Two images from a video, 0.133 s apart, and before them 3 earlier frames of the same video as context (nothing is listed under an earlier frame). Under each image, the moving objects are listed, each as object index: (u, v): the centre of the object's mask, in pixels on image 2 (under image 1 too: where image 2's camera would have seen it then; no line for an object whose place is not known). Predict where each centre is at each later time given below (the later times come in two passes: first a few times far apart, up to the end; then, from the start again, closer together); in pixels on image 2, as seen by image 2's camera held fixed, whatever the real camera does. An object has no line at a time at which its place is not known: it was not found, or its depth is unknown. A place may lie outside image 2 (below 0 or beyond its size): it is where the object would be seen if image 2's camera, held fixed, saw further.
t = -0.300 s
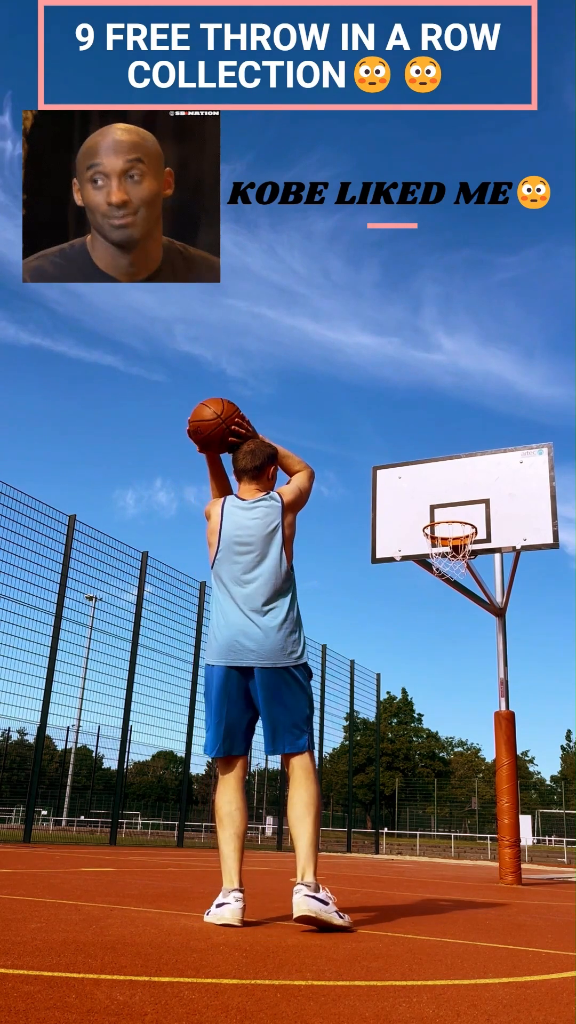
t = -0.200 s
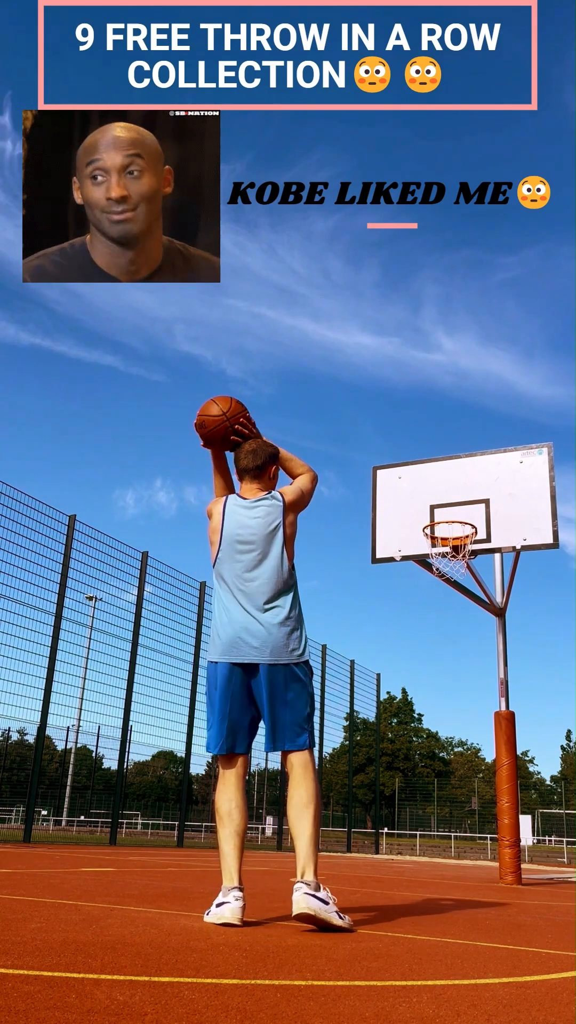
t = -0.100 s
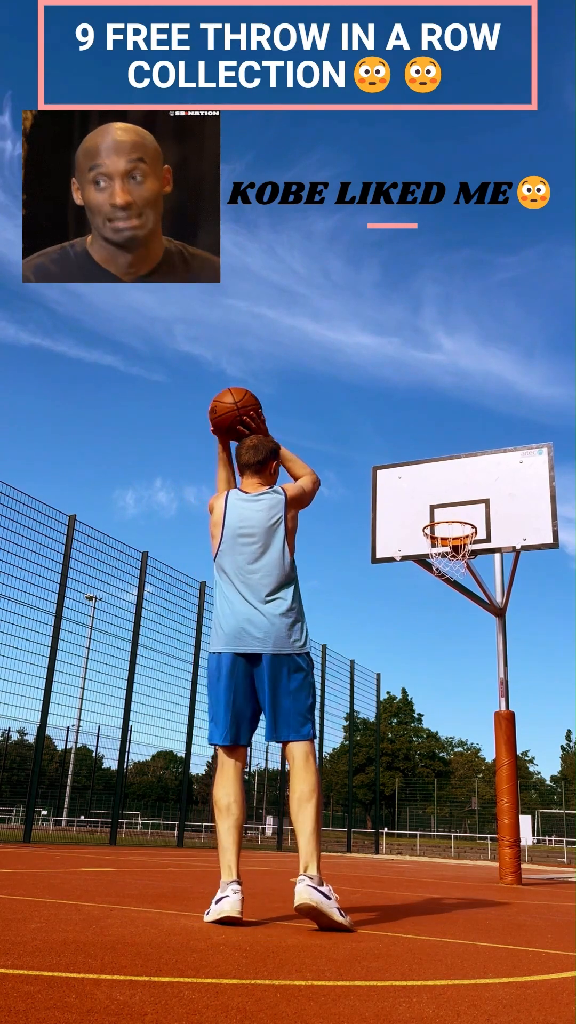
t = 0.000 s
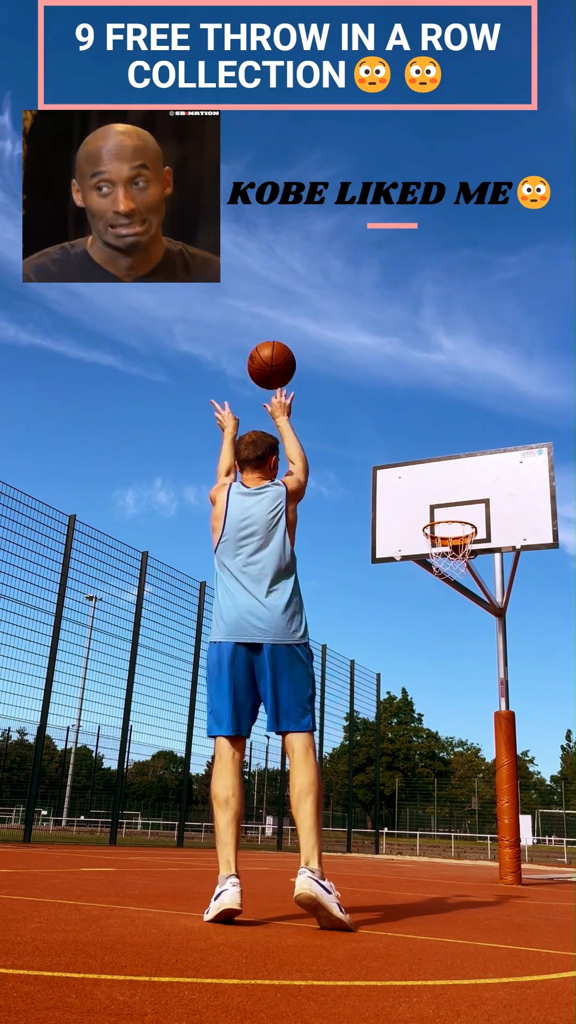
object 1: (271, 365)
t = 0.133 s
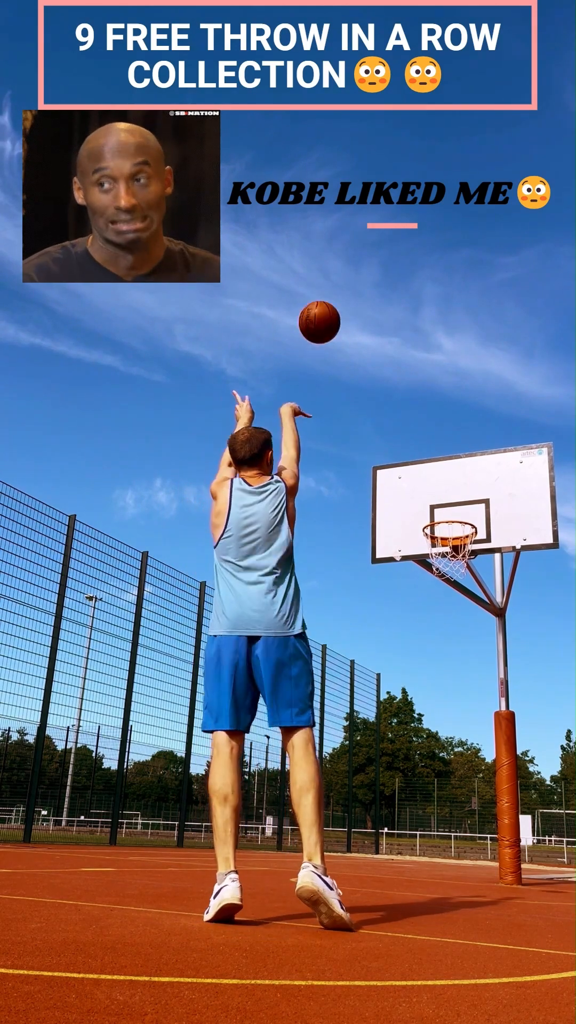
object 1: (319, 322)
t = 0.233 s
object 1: (347, 313)
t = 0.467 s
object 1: (395, 339)
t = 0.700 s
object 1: (428, 413)
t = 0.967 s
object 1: (456, 540)
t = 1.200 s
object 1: (419, 646)
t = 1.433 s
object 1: (377, 839)
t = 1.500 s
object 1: (366, 845)
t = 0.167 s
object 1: (329, 317)
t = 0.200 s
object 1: (338, 314)
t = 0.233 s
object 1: (347, 313)
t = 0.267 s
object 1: (355, 313)
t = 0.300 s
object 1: (362, 315)
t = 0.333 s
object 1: (369, 317)
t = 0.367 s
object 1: (376, 321)
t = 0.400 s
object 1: (382, 326)
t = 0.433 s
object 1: (389, 332)
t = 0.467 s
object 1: (395, 339)
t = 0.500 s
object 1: (400, 347)
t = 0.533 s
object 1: (405, 356)
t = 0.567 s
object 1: (410, 366)
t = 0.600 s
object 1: (415, 376)
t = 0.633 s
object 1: (419, 387)
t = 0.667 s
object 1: (424, 400)
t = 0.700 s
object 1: (428, 413)
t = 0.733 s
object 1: (432, 426)
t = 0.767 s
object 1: (436, 440)
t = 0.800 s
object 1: (440, 455)
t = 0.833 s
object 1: (444, 471)
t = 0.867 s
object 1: (448, 488)
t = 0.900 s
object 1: (452, 505)
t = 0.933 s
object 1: (455, 522)
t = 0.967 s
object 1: (456, 540)
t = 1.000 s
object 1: (452, 548)
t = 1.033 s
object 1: (445, 562)
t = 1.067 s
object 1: (440, 576)
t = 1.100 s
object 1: (435, 591)
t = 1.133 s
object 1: (429, 608)
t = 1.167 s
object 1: (424, 626)
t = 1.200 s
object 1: (419, 646)
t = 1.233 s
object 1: (413, 667)
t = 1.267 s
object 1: (407, 690)
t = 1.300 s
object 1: (401, 715)
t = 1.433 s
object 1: (377, 839)
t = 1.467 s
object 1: (371, 872)
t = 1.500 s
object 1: (366, 845)
